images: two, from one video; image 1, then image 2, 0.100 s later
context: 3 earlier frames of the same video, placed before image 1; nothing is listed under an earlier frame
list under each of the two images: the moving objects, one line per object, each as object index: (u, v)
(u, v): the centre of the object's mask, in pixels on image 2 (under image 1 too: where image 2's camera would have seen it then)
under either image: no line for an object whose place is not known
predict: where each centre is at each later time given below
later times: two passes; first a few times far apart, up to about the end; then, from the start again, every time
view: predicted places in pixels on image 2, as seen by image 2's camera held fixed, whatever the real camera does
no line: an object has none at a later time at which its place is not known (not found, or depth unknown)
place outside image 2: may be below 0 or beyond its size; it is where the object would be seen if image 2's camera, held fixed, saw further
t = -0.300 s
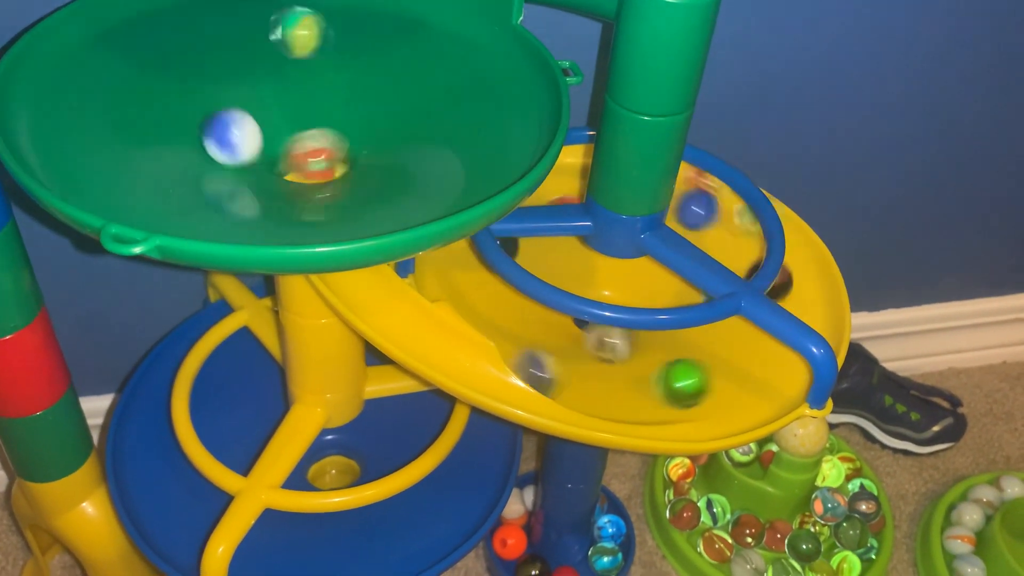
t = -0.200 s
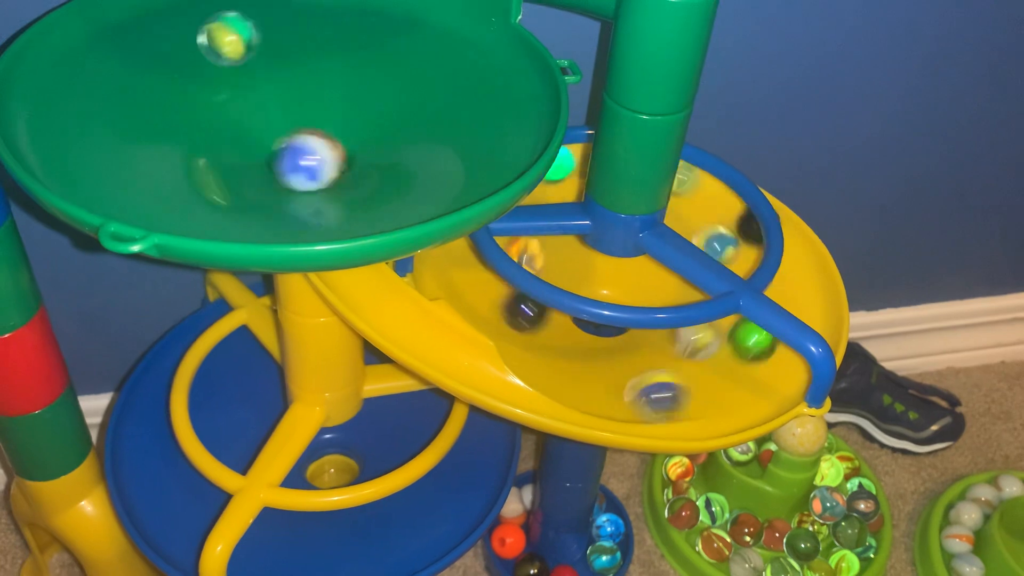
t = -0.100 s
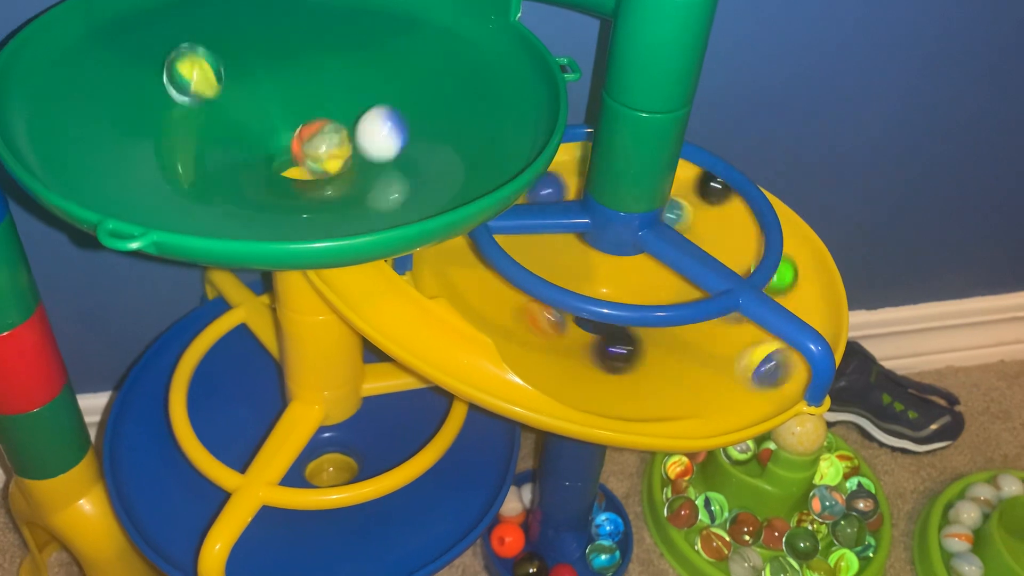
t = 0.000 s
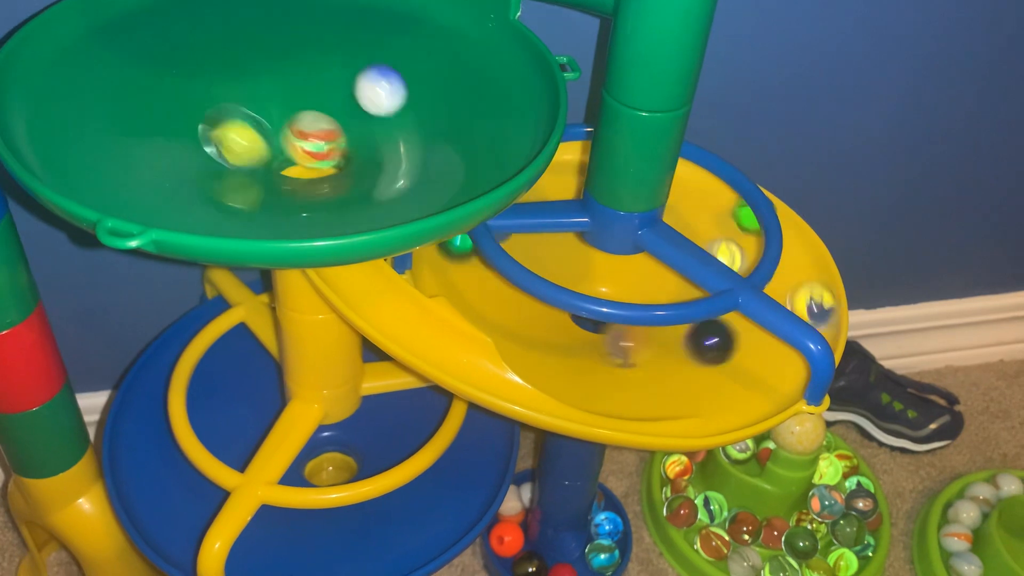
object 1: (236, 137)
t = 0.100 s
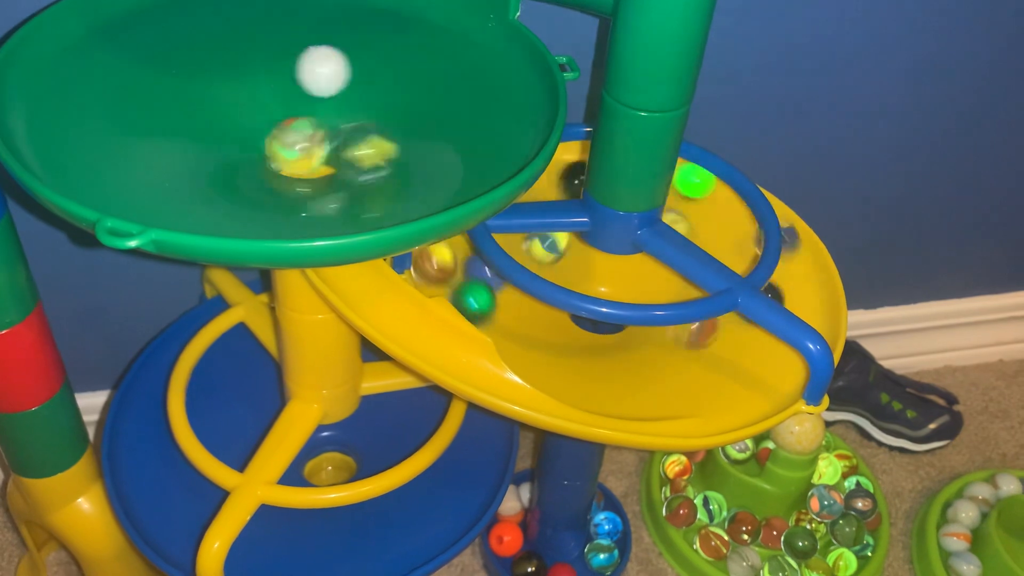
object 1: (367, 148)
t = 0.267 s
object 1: (462, 91)
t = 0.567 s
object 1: (258, 84)
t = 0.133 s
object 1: (405, 140)
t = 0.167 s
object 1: (427, 130)
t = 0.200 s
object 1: (445, 116)
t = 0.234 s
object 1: (457, 102)
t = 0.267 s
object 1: (462, 91)
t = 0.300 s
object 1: (459, 82)
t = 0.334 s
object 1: (451, 74)
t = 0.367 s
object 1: (436, 67)
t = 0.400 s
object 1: (415, 62)
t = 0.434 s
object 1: (388, 59)
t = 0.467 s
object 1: (358, 60)
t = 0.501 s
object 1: (326, 64)
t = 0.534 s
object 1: (290, 73)
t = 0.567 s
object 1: (258, 84)
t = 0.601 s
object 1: (236, 99)
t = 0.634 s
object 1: (222, 114)
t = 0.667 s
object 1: (214, 124)
